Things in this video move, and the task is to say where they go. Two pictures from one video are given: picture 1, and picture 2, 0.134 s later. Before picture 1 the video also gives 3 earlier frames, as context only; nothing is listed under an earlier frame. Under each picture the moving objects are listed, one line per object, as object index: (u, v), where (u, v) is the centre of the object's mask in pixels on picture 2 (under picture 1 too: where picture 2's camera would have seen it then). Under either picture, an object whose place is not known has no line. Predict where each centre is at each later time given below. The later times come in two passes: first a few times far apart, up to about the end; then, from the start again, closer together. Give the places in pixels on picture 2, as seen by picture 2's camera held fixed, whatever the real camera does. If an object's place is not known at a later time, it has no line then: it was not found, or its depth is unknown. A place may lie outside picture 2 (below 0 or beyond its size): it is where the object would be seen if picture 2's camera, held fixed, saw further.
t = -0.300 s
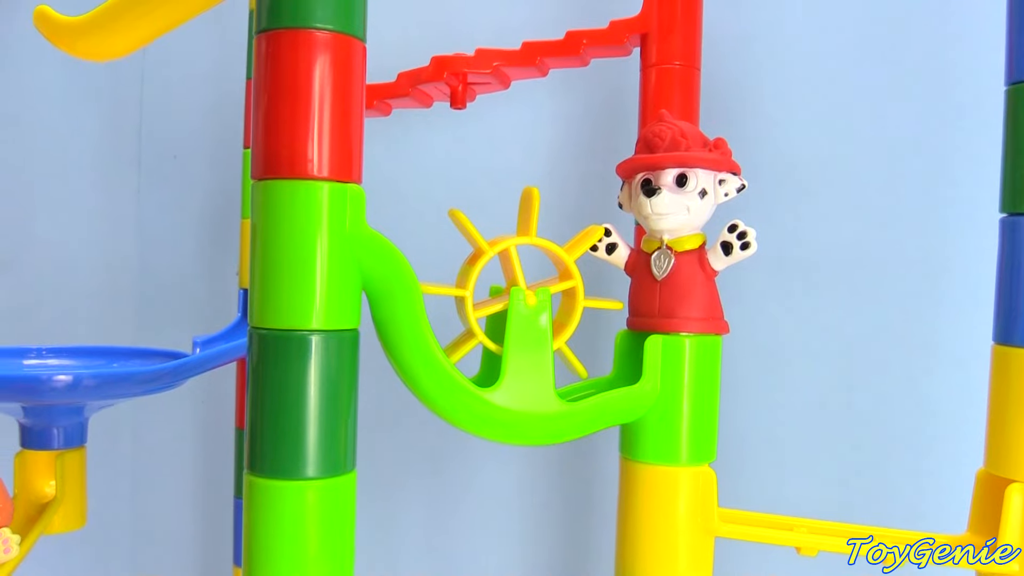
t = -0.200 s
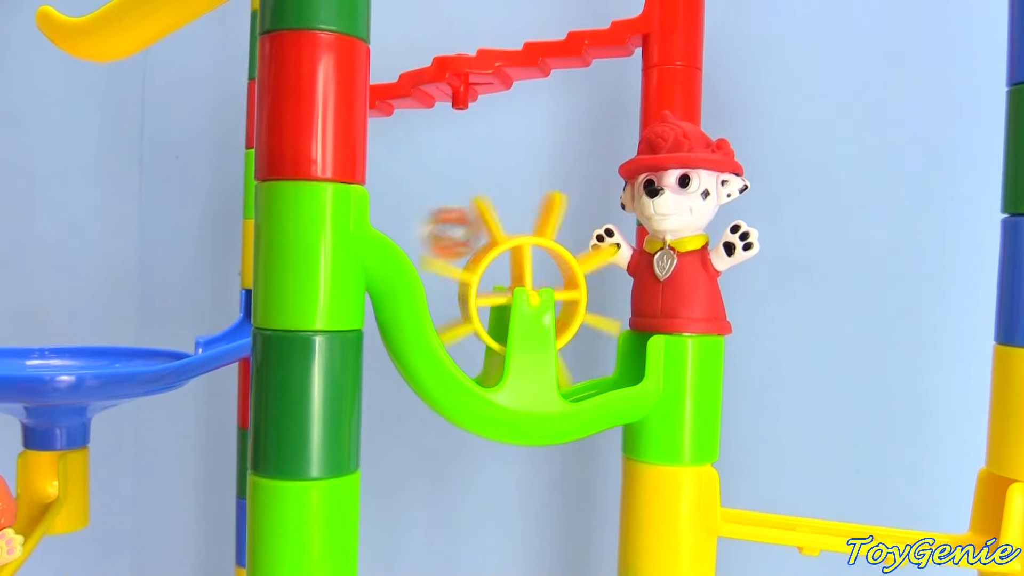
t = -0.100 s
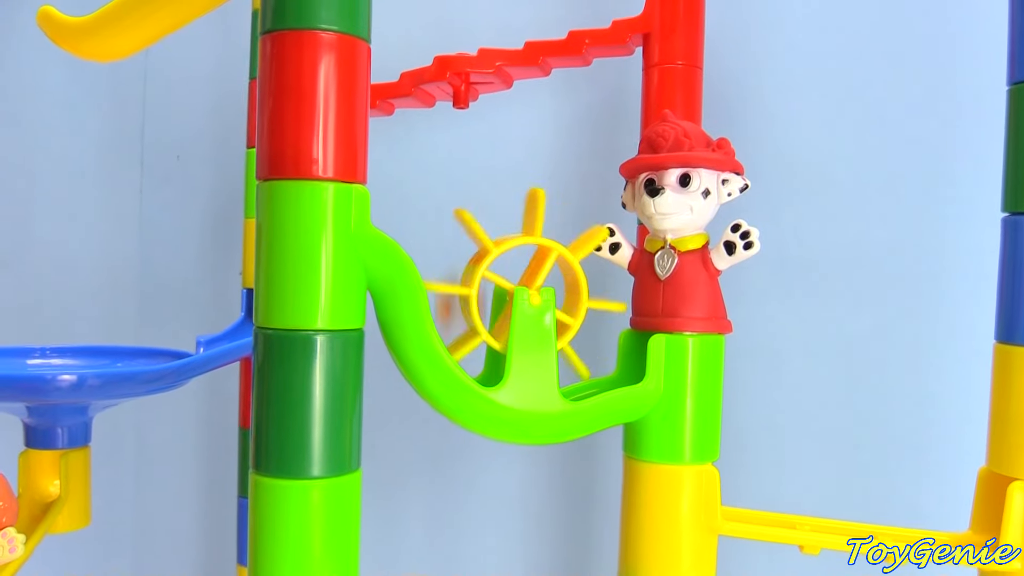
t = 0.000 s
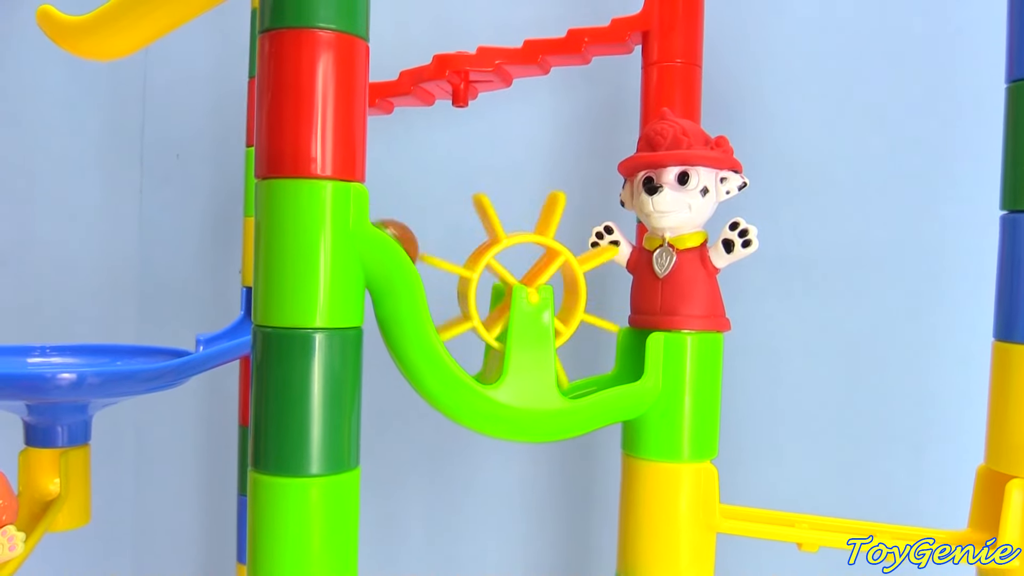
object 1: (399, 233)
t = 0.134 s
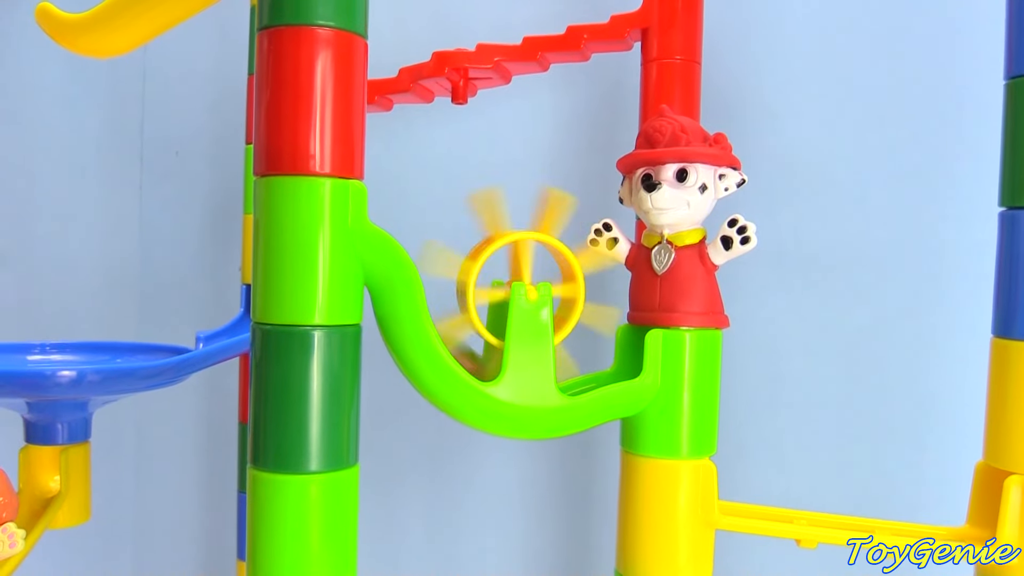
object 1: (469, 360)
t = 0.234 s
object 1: (624, 368)
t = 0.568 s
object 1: (765, 497)
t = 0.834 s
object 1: (962, 522)
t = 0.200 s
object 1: (581, 378)
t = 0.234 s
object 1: (624, 368)
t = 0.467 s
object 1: (725, 488)
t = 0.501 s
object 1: (735, 491)
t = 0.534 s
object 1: (747, 495)
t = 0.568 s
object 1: (765, 497)
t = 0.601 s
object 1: (785, 499)
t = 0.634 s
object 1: (806, 502)
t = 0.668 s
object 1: (832, 505)
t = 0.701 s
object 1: (854, 507)
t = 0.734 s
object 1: (879, 510)
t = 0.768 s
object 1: (906, 513)
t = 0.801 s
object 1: (935, 517)
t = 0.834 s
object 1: (962, 522)
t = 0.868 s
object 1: (981, 523)
